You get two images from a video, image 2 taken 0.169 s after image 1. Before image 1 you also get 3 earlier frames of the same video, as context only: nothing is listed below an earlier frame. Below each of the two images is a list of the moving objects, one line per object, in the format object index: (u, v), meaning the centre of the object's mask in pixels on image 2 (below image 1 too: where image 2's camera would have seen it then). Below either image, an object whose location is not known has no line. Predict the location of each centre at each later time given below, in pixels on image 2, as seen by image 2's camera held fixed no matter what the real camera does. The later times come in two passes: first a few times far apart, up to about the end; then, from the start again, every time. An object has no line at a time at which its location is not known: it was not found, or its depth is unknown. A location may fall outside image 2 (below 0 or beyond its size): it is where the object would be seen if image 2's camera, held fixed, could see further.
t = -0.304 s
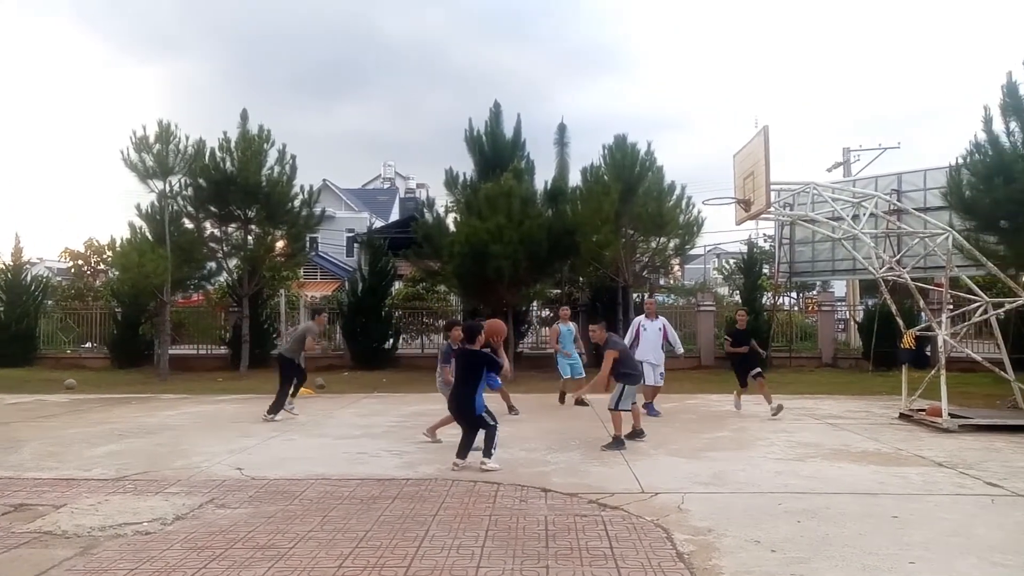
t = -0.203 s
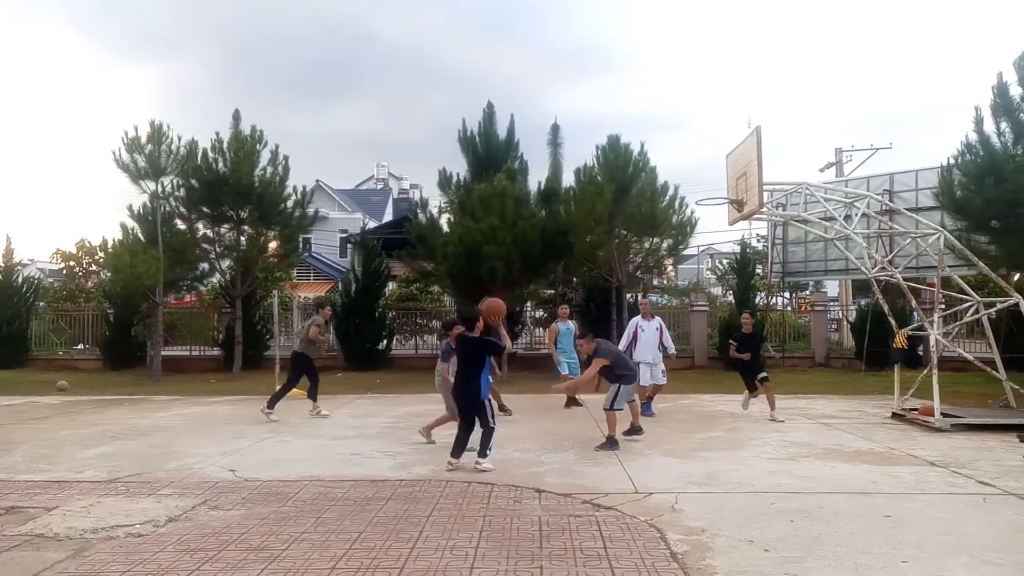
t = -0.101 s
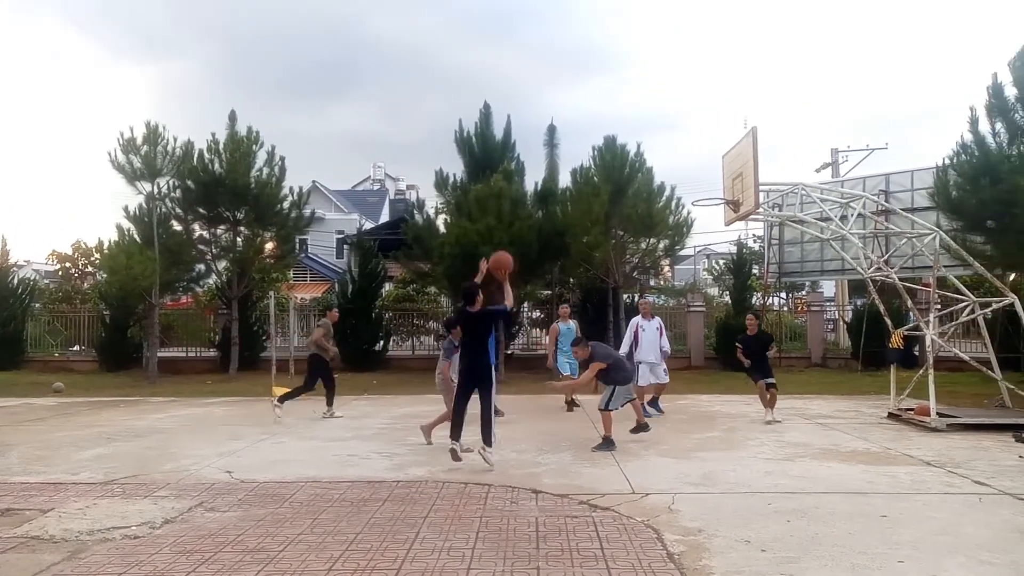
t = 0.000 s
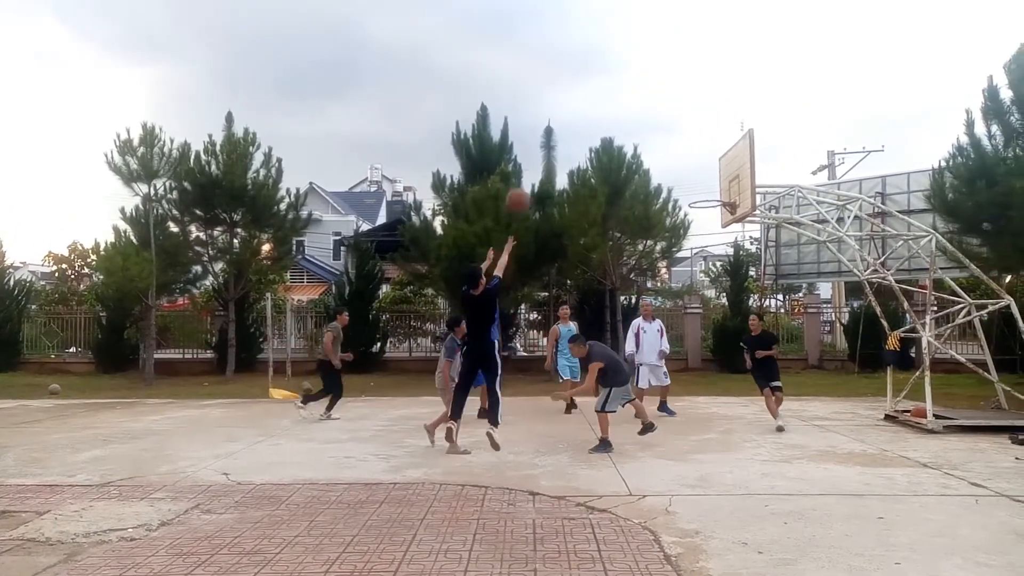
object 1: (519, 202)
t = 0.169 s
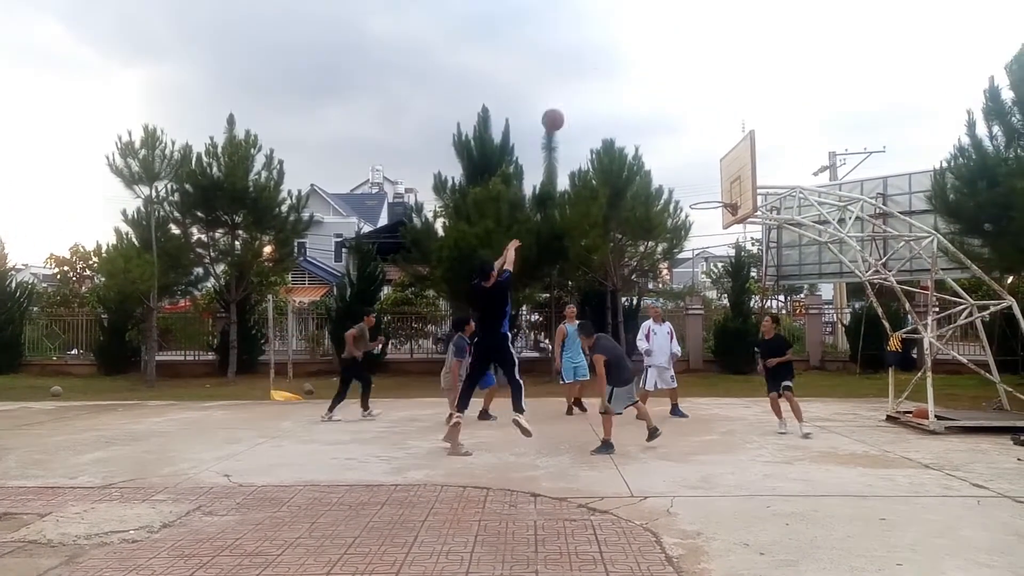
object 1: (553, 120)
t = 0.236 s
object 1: (565, 96)
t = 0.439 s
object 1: (600, 53)
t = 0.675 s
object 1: (635, 51)
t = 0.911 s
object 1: (668, 91)
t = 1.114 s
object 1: (693, 155)
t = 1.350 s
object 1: (706, 228)
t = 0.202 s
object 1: (559, 107)
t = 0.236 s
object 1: (565, 96)
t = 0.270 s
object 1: (571, 86)
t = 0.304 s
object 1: (577, 77)
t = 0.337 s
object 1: (583, 70)
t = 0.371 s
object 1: (589, 63)
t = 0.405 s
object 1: (594, 58)
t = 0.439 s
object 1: (600, 53)
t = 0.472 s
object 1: (605, 50)
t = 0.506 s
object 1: (611, 48)
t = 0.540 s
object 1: (616, 46)
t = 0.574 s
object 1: (621, 46)
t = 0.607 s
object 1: (626, 47)
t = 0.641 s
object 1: (631, 48)
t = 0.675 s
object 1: (635, 51)
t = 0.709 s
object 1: (640, 54)
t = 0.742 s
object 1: (645, 58)
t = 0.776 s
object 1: (650, 63)
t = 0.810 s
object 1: (655, 68)
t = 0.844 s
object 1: (659, 75)
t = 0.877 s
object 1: (663, 83)
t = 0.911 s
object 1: (668, 91)
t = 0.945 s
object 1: (672, 100)
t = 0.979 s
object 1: (677, 110)
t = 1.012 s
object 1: (681, 120)
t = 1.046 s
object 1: (685, 131)
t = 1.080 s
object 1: (689, 143)
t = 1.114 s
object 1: (693, 155)
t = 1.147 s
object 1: (697, 169)
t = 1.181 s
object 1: (701, 182)
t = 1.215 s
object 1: (704, 197)
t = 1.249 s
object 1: (705, 204)
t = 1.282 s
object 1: (705, 211)
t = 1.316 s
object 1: (706, 219)
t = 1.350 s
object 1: (706, 228)
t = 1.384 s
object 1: (706, 239)
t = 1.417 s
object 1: (706, 250)
